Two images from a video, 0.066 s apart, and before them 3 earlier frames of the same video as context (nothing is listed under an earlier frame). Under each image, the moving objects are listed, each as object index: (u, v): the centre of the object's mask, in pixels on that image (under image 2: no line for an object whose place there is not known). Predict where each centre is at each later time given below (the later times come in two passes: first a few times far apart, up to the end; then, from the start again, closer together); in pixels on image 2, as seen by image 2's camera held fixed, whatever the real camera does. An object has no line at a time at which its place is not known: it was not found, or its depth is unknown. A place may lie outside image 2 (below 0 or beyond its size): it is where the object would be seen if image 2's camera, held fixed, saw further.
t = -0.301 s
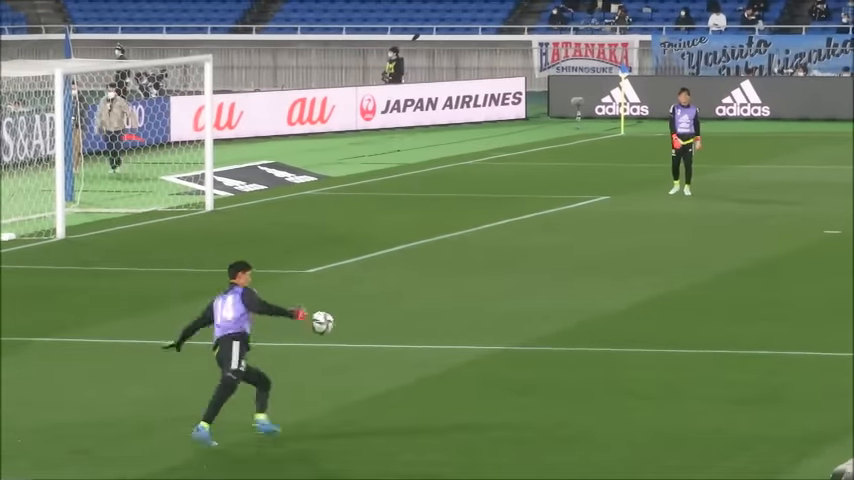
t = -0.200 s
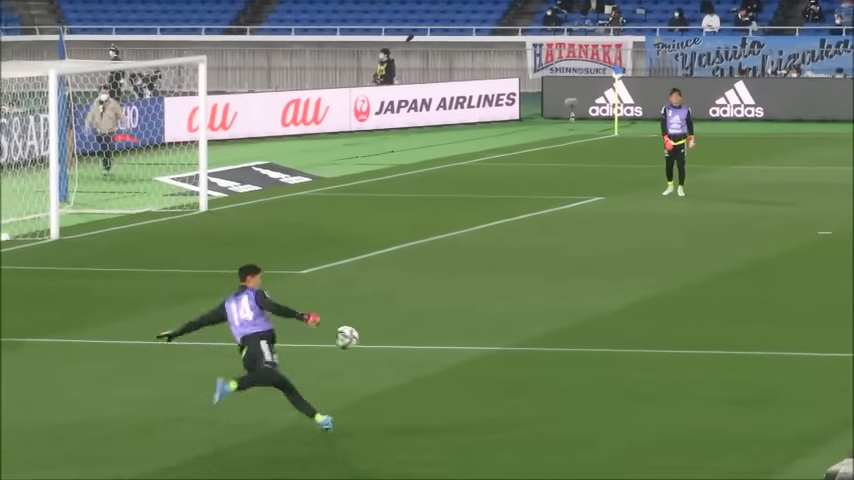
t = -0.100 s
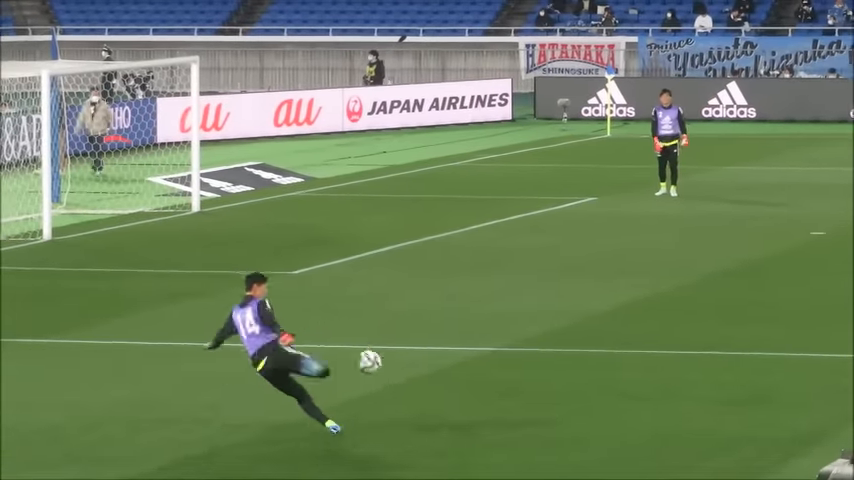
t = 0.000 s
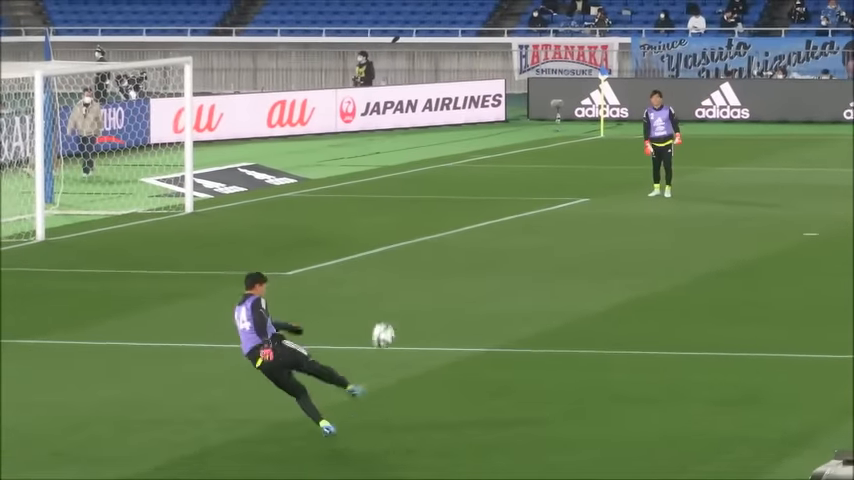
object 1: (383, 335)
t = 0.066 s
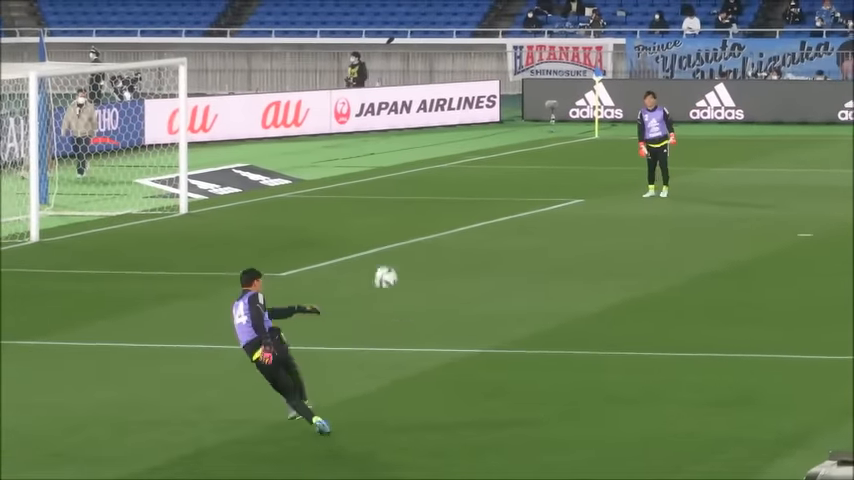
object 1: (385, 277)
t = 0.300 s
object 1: (419, 112)
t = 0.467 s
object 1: (447, 26)
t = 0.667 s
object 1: (484, -52)
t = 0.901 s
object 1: (527, -111)
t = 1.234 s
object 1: (586, -144)
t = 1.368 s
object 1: (608, -140)
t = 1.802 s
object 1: (677, -88)
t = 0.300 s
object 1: (419, 112)
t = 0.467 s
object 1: (447, 26)
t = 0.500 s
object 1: (453, 11)
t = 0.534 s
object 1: (459, -3)
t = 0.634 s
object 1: (478, -41)
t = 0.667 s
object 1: (484, -52)
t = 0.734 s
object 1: (496, -72)
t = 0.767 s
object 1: (502, -81)
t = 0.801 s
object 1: (508, -89)
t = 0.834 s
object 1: (515, -97)
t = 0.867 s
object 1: (521, -104)
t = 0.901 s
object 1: (527, -111)
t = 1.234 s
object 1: (586, -144)
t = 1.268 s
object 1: (592, -145)
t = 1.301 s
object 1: (597, -143)
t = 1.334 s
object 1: (603, -142)
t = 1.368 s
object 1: (608, -140)
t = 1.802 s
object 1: (677, -88)
